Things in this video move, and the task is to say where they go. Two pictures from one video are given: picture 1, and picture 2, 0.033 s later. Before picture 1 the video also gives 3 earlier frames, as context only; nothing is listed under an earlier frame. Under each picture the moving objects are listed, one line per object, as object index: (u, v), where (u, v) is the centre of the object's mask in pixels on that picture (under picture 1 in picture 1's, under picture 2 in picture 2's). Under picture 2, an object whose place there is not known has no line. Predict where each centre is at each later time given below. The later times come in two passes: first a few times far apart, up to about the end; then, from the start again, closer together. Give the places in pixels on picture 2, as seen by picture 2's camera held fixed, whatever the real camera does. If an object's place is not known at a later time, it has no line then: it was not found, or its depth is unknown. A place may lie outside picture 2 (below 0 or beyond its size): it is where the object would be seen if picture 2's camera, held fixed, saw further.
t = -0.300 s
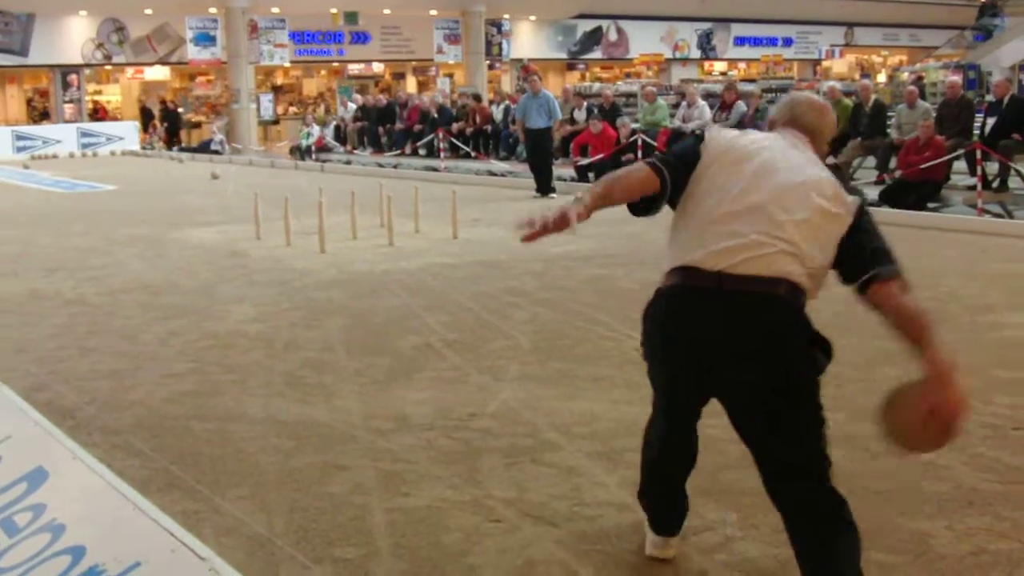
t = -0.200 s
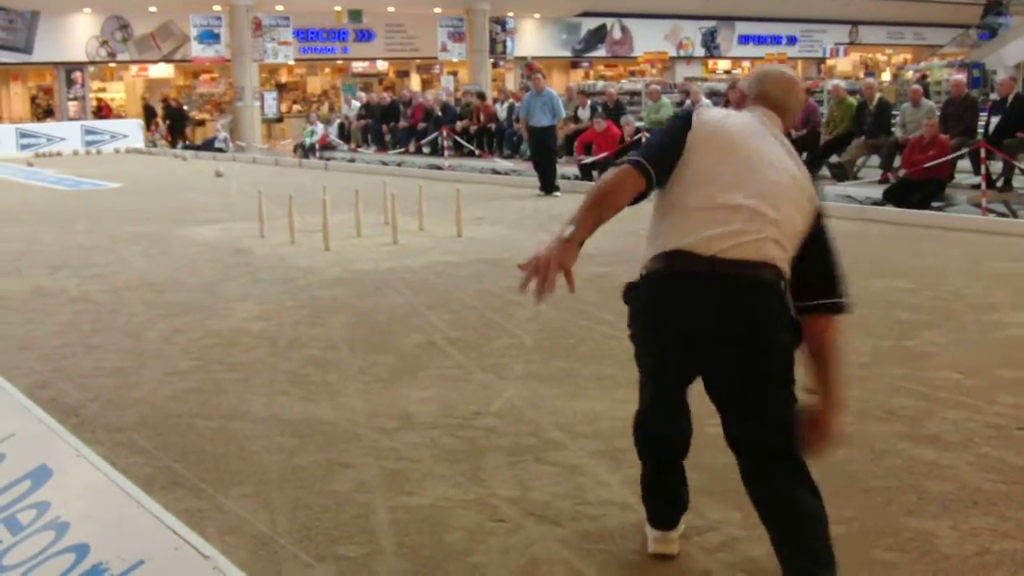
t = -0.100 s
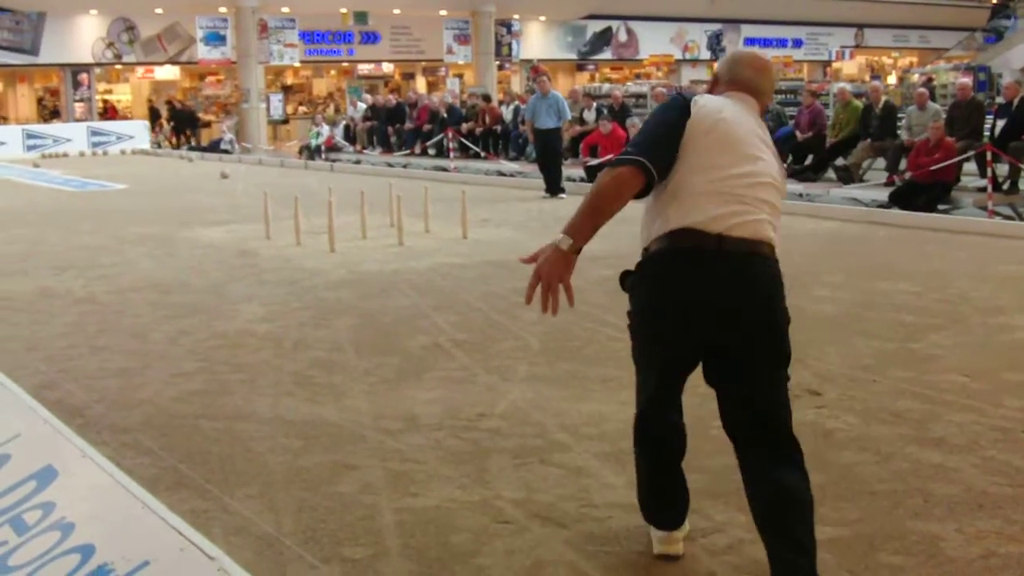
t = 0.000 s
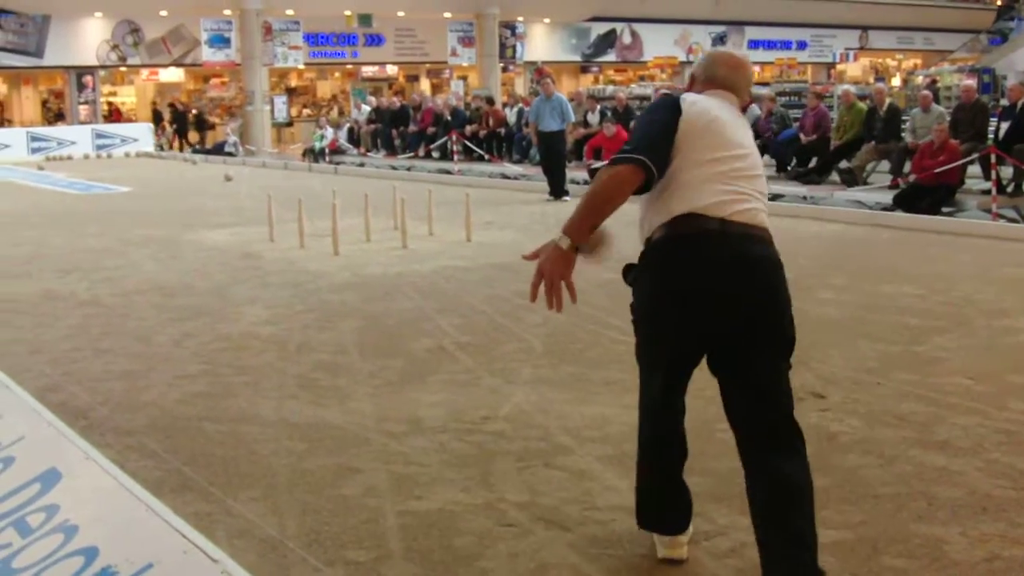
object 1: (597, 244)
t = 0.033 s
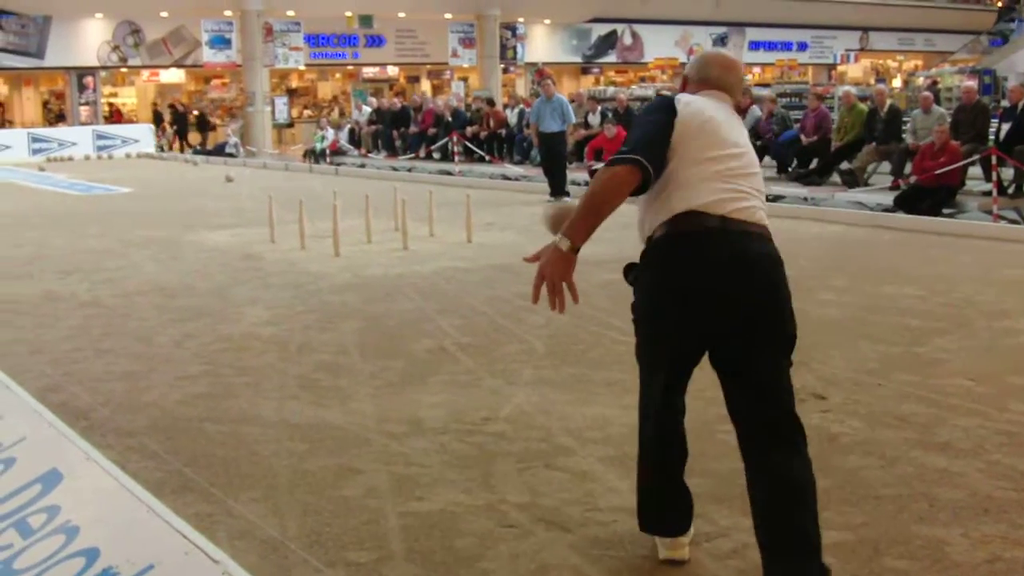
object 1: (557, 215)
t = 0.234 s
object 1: (455, 176)
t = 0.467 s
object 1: (381, 219)
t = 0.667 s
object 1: (342, 248)
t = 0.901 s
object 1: (308, 239)
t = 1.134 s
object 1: (289, 232)
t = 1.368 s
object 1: (269, 224)
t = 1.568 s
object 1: (260, 221)
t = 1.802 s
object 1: (248, 215)
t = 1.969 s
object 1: (240, 212)
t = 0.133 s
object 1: (502, 185)
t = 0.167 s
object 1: (486, 179)
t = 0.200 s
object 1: (469, 177)
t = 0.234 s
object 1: (455, 176)
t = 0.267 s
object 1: (443, 177)
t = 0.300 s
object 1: (430, 181)
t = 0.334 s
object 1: (417, 185)
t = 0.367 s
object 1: (407, 192)
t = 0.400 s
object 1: (397, 201)
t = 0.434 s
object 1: (389, 209)
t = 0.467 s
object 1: (381, 219)
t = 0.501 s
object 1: (373, 231)
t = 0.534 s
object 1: (365, 243)
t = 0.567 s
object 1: (359, 256)
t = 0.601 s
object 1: (352, 260)
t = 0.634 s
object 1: (348, 253)
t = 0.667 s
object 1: (342, 248)
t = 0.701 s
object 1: (338, 244)
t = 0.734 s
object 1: (333, 243)
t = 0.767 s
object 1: (327, 241)
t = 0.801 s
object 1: (323, 240)
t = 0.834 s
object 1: (318, 240)
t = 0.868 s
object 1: (313, 242)
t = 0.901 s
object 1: (308, 239)
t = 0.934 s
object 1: (306, 236)
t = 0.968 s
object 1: (303, 234)
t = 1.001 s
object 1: (301, 235)
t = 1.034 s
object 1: (297, 236)
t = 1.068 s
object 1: (294, 235)
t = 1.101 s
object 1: (292, 234)
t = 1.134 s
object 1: (289, 232)
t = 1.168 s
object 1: (287, 231)
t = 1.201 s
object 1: (284, 230)
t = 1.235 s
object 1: (283, 230)
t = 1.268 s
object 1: (282, 229)
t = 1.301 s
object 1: (282, 229)
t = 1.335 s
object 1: (275, 226)
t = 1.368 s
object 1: (269, 224)
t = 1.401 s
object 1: (269, 225)
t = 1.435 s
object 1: (268, 224)
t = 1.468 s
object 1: (266, 224)
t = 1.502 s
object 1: (264, 223)
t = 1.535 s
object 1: (262, 222)
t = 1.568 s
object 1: (260, 221)
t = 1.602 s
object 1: (258, 220)
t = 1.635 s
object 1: (256, 219)
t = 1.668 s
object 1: (255, 218)
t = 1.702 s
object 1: (253, 217)
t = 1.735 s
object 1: (251, 217)
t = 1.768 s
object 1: (250, 216)
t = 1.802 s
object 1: (248, 215)
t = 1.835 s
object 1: (247, 214)
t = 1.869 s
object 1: (244, 214)
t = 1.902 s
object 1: (243, 213)
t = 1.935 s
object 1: (241, 213)
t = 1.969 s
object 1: (240, 212)
